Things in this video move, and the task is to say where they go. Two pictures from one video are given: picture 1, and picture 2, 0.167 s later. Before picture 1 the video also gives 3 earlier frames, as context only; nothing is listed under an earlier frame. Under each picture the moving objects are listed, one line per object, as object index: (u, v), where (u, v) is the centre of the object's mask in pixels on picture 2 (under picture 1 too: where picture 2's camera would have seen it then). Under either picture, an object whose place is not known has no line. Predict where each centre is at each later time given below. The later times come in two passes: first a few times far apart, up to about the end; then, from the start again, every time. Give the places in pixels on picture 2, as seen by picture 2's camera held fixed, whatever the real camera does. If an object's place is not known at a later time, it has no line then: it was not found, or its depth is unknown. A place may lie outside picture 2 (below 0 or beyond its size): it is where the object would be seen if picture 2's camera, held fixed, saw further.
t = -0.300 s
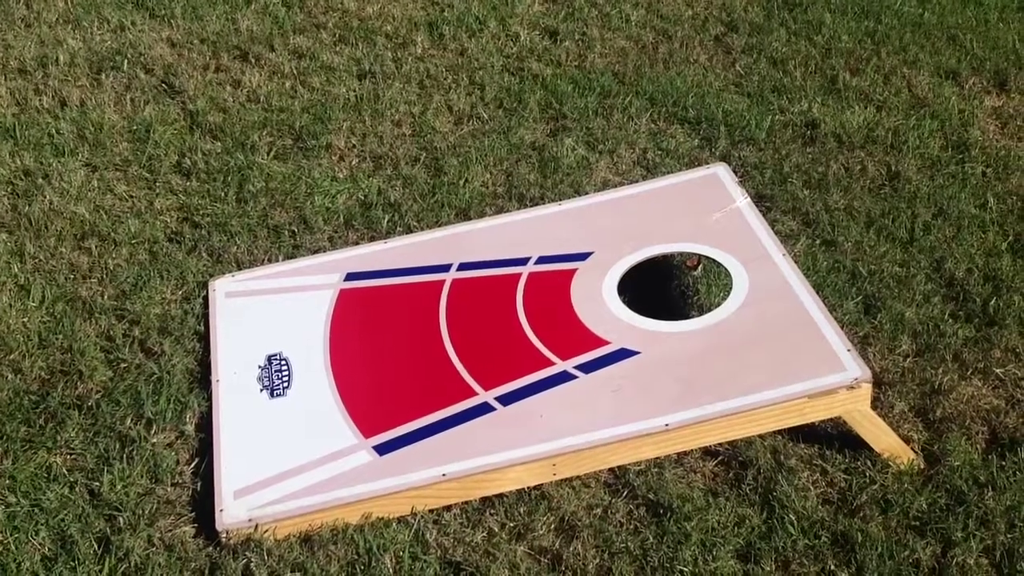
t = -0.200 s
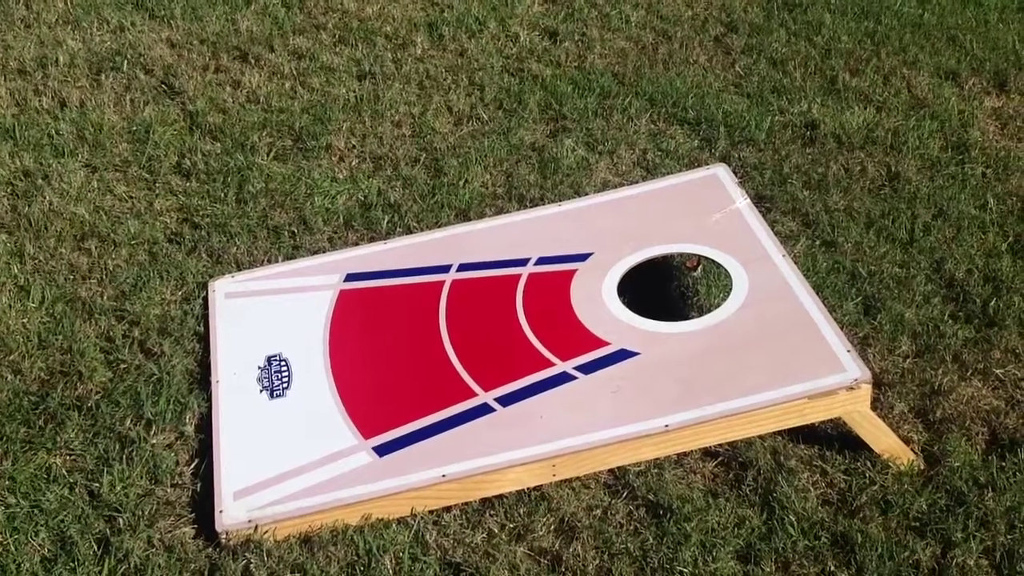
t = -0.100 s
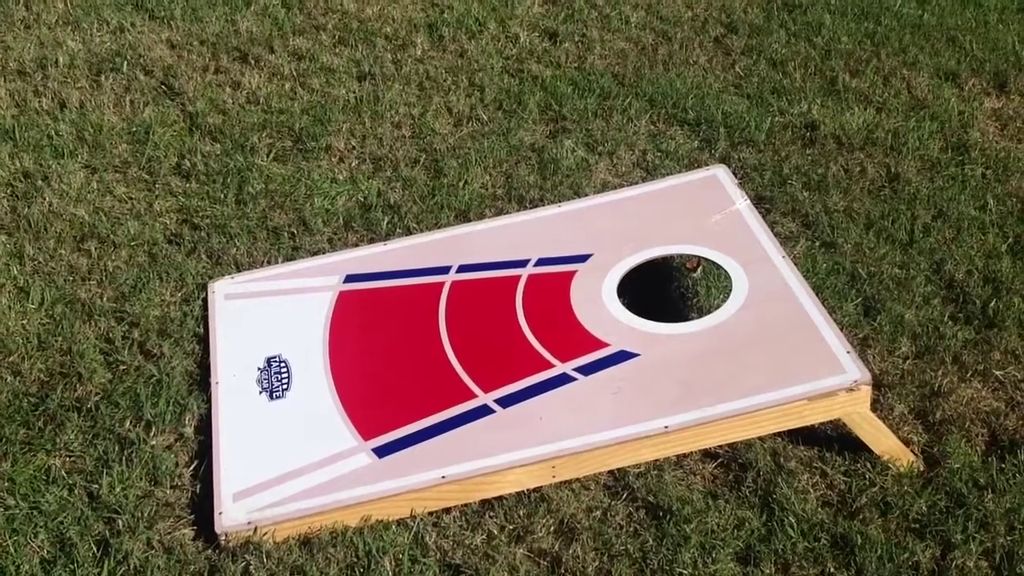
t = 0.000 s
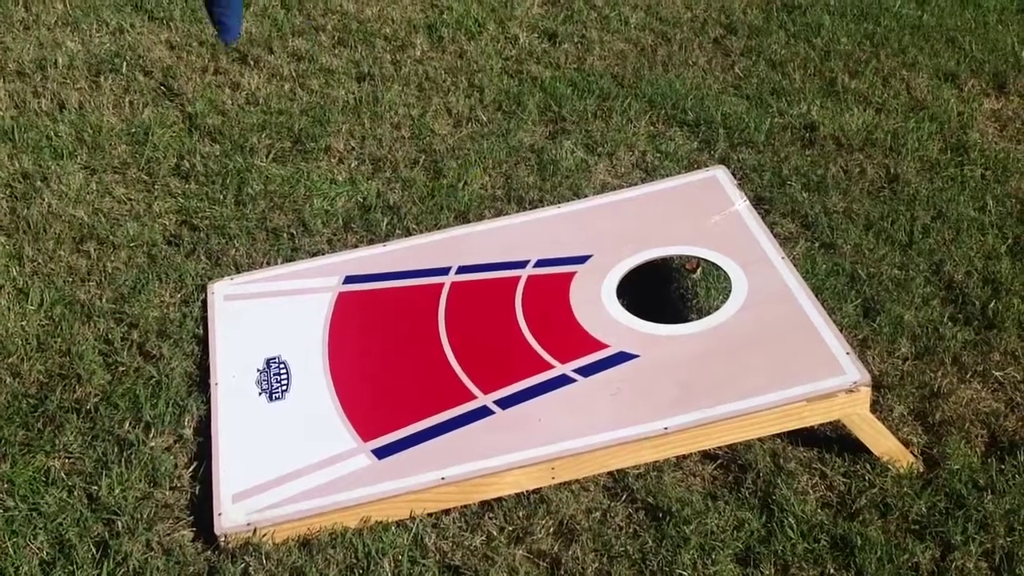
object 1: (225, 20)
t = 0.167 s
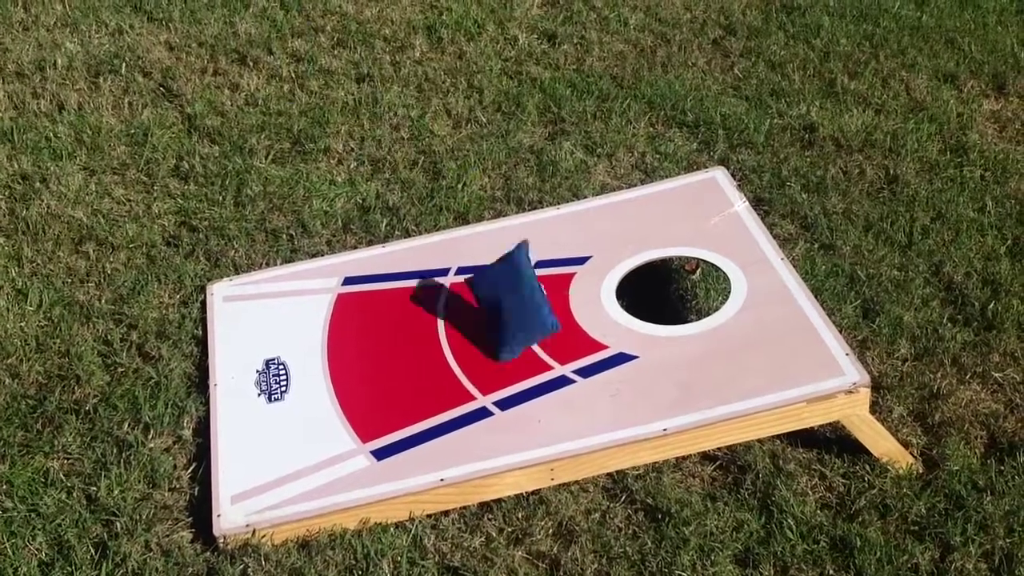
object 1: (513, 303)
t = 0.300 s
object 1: (559, 310)
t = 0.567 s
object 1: (562, 308)
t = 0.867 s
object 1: (561, 308)
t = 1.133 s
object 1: (561, 308)
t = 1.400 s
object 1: (561, 308)
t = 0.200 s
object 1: (537, 326)
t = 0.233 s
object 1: (547, 316)
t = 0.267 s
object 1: (555, 313)
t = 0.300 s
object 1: (559, 310)
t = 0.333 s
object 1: (562, 308)
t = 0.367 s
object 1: (561, 308)
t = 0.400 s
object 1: (561, 308)
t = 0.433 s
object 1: (561, 308)
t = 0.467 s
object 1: (562, 308)
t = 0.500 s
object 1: (561, 308)
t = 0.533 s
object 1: (562, 308)
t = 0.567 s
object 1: (562, 308)
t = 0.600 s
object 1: (561, 308)
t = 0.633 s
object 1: (562, 308)
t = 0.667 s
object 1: (561, 308)
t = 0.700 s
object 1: (562, 308)
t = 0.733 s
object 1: (561, 308)
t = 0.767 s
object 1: (561, 308)
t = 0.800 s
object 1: (561, 308)
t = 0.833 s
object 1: (561, 308)
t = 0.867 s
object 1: (561, 308)
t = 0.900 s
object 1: (561, 308)
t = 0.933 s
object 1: (561, 308)
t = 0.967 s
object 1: (561, 308)
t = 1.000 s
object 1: (561, 308)
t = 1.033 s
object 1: (561, 308)
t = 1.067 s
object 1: (561, 308)
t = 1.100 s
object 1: (561, 308)
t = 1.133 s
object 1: (561, 308)
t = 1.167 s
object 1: (562, 308)
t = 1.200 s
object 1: (561, 308)
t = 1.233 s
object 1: (561, 308)
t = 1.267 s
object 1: (562, 308)
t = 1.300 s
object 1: (561, 308)
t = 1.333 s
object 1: (562, 308)
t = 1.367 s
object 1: (562, 308)
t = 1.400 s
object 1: (561, 308)
